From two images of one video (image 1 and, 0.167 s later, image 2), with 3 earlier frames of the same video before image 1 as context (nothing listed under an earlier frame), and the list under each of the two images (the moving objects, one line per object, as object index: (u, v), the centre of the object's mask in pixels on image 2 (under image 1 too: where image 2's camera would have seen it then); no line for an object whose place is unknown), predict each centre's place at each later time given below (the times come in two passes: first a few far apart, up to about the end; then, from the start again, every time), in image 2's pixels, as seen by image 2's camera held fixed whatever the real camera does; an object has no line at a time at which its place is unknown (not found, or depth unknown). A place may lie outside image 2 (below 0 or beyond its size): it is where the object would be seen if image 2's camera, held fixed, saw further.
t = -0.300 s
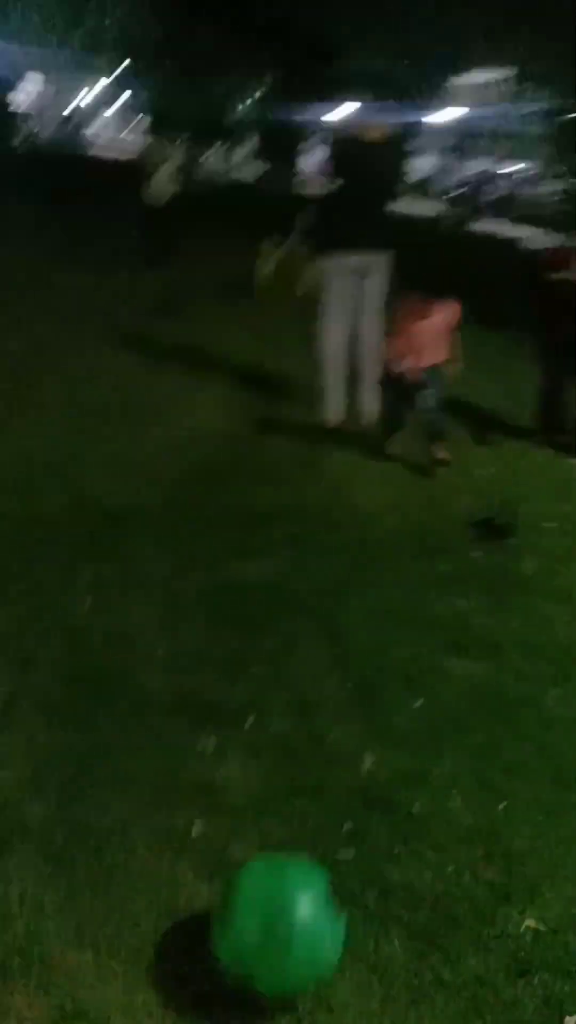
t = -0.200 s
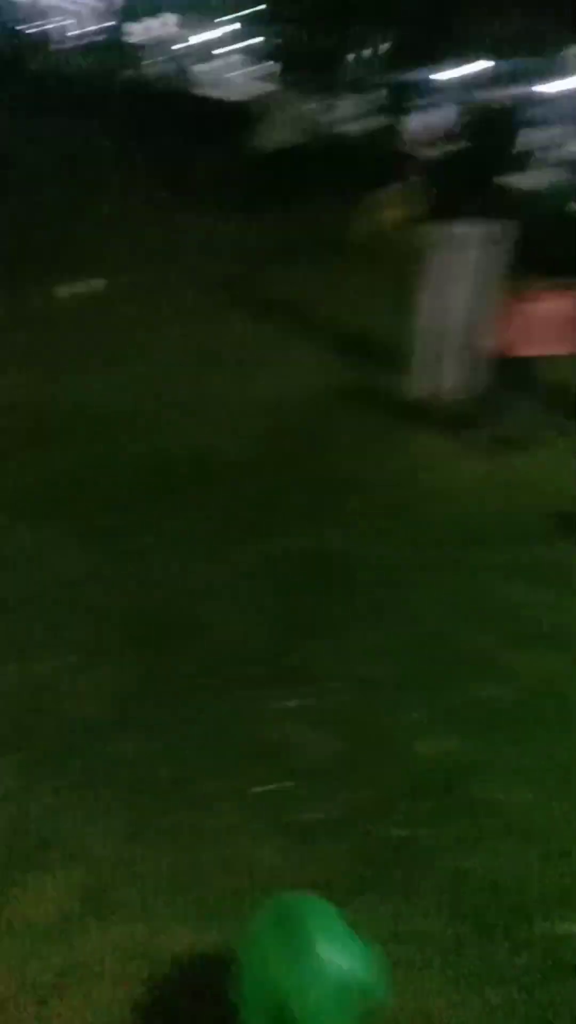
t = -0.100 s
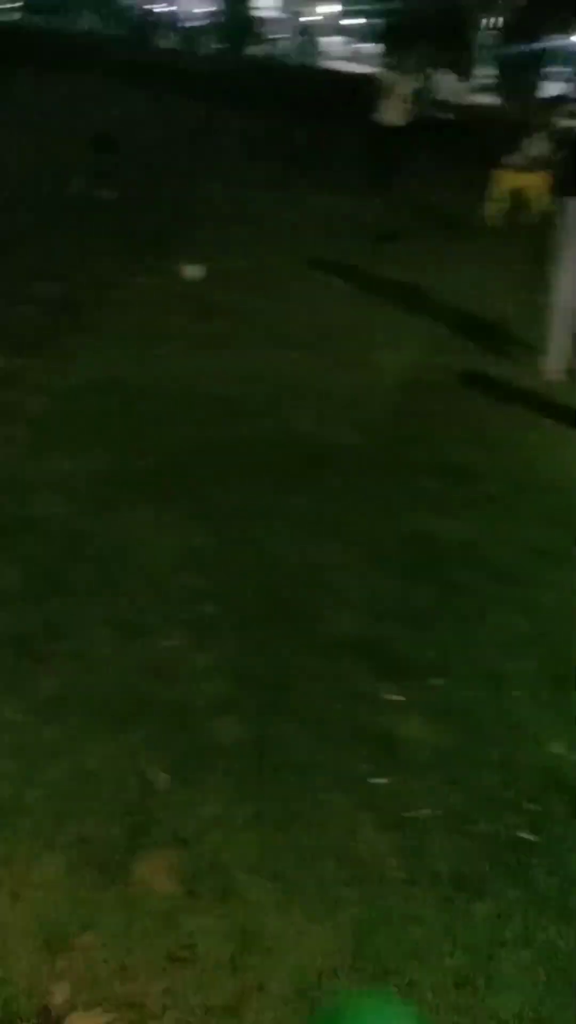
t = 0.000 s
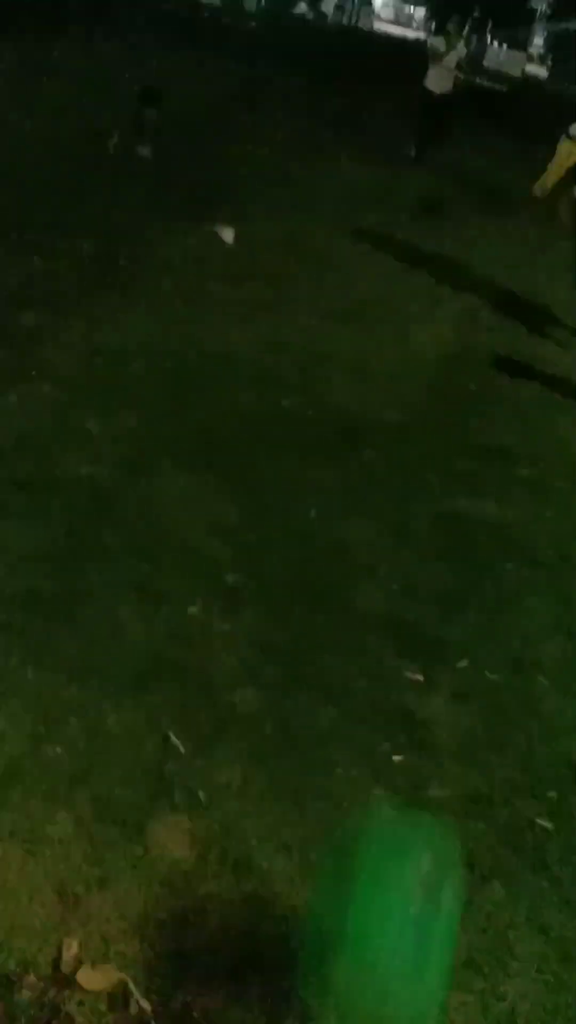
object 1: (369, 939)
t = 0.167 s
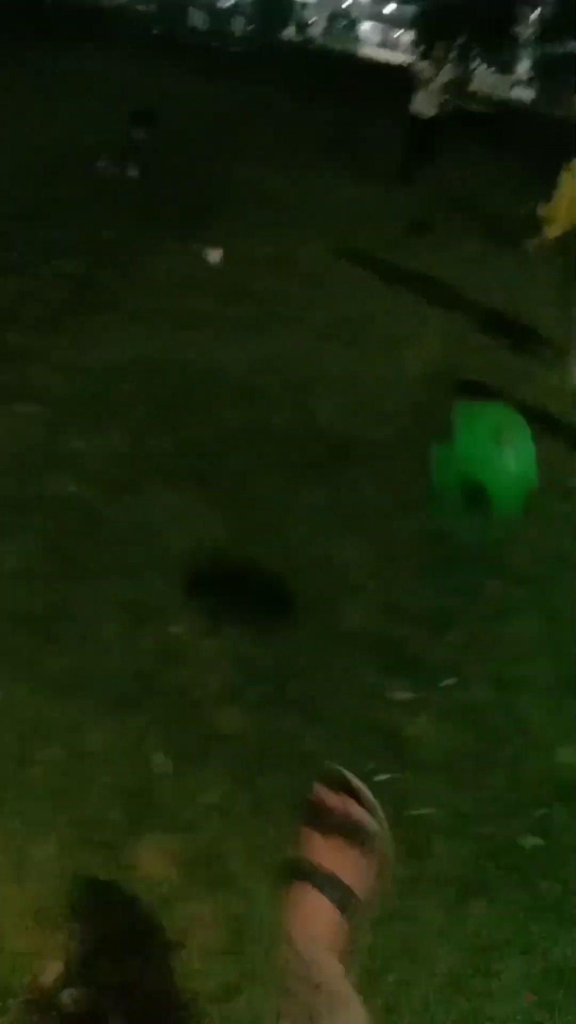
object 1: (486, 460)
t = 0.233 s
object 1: (499, 380)
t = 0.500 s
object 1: (498, 341)
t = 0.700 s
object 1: (509, 328)
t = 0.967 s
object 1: (521, 327)
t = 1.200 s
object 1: (521, 319)
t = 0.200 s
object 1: (494, 414)
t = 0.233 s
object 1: (499, 380)
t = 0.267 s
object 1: (503, 354)
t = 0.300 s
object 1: (506, 334)
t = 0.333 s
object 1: (508, 324)
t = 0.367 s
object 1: (507, 321)
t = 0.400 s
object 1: (507, 320)
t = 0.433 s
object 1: (502, 325)
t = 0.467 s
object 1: (500, 332)
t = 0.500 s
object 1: (498, 341)
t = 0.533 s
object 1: (497, 351)
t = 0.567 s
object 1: (495, 368)
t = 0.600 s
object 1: (490, 377)
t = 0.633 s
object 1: (497, 359)
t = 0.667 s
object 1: (502, 342)
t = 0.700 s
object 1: (509, 328)
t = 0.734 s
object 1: (513, 318)
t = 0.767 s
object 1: (515, 311)
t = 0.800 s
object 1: (519, 306)
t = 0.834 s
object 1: (521, 305)
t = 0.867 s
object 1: (521, 307)
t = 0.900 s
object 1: (521, 311)
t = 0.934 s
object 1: (523, 316)
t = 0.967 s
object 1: (521, 327)
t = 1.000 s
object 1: (518, 338)
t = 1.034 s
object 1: (517, 340)
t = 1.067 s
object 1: (519, 332)
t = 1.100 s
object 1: (519, 325)
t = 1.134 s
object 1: (520, 320)
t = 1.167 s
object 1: (521, 318)
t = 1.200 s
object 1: (521, 319)
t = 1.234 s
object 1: (520, 323)
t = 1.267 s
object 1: (521, 321)
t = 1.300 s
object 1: (523, 317)
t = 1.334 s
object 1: (524, 314)
